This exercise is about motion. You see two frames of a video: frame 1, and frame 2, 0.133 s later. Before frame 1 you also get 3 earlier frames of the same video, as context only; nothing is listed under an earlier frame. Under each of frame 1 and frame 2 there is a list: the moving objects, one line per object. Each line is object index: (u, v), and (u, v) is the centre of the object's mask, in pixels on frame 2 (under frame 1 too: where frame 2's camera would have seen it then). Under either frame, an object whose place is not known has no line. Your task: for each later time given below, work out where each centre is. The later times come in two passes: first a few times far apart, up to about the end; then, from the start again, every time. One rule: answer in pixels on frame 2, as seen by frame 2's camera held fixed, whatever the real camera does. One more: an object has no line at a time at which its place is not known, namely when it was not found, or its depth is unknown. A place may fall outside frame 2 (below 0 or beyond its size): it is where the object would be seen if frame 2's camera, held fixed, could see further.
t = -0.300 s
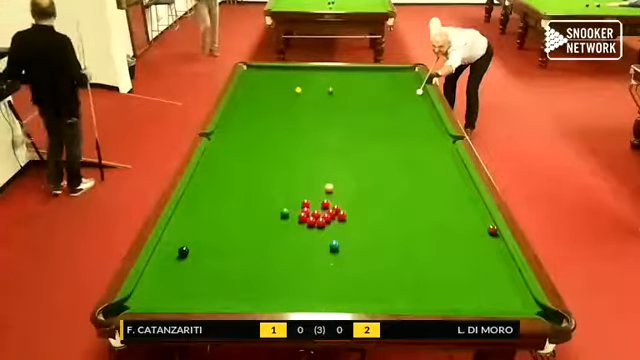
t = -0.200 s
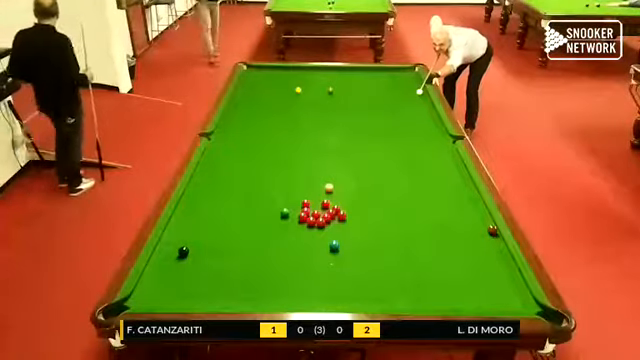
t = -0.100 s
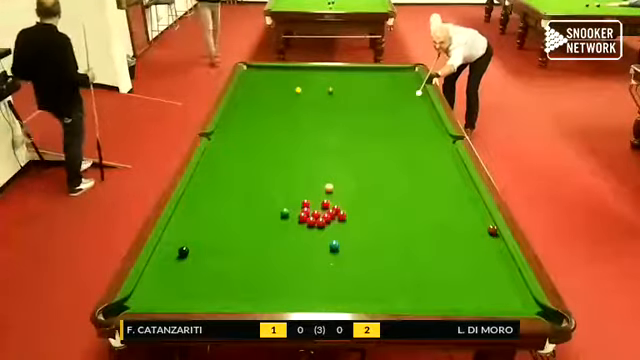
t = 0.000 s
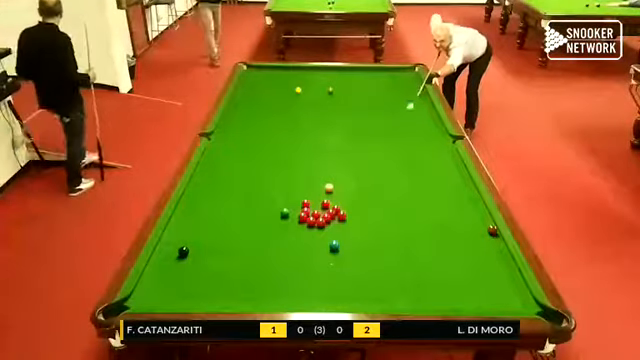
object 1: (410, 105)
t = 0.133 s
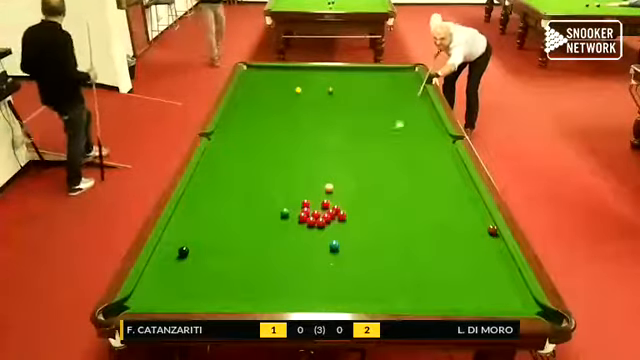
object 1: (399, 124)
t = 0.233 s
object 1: (390, 140)
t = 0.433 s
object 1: (368, 176)
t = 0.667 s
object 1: (356, 218)
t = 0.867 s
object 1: (373, 238)
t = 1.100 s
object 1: (389, 271)
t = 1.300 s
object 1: (405, 302)
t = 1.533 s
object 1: (410, 278)
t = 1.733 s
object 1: (413, 259)
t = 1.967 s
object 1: (416, 240)
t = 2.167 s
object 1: (419, 227)
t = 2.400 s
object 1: (422, 213)
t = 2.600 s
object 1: (424, 202)
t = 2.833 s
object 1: (427, 191)
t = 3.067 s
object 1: (430, 181)
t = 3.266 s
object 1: (431, 173)
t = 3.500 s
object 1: (433, 165)
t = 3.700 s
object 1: (435, 160)
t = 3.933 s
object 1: (437, 154)
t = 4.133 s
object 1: (438, 149)
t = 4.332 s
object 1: (439, 143)
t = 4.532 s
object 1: (440, 139)
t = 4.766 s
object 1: (442, 134)
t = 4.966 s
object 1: (442, 132)
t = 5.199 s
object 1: (442, 128)
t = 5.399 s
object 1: (440, 126)
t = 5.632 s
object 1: (437, 123)
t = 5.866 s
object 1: (436, 122)
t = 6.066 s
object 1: (434, 120)
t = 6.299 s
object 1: (433, 118)
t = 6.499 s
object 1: (432, 117)
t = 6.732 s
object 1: (431, 116)
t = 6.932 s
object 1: (431, 115)
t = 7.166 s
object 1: (430, 115)
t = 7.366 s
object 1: (430, 115)
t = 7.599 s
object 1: (430, 115)
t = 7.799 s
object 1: (430, 115)
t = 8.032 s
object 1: (430, 115)
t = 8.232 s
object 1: (430, 115)
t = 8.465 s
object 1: (430, 115)
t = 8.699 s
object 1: (430, 115)
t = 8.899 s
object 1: (430, 115)
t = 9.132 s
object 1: (430, 115)
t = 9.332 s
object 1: (430, 115)
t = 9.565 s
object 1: (430, 115)
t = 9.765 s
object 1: (430, 115)
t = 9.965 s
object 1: (430, 115)
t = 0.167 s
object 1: (396, 130)
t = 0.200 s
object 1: (393, 134)
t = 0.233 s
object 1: (390, 140)
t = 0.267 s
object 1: (387, 145)
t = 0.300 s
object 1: (384, 151)
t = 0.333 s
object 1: (380, 156)
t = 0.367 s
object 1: (376, 163)
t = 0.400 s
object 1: (373, 170)
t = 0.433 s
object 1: (368, 176)
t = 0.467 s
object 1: (364, 183)
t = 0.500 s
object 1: (360, 191)
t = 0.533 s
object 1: (355, 198)
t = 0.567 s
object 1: (351, 207)
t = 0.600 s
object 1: (349, 212)
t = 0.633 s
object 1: (352, 214)
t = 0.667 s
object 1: (356, 218)
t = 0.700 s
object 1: (360, 220)
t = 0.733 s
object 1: (363, 223)
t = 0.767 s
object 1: (366, 226)
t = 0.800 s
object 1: (368, 230)
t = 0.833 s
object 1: (370, 234)
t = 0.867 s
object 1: (373, 238)
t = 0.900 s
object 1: (375, 242)
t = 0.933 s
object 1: (377, 247)
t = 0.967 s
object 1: (379, 252)
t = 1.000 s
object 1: (382, 256)
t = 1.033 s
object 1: (384, 261)
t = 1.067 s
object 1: (386, 266)
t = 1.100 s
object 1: (389, 271)
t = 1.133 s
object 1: (391, 276)
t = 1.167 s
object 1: (394, 281)
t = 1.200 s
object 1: (396, 287)
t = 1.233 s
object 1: (400, 293)
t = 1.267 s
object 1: (403, 298)
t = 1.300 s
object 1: (405, 302)
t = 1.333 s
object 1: (406, 300)
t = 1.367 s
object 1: (407, 296)
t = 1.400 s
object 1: (407, 292)
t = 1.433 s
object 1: (408, 288)
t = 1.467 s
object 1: (409, 284)
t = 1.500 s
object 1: (409, 281)
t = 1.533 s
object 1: (410, 278)
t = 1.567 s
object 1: (410, 274)
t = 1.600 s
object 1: (411, 271)
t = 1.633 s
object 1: (411, 268)
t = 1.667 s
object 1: (412, 265)
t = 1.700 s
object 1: (412, 262)
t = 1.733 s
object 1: (413, 259)
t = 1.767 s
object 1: (413, 256)
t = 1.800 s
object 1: (414, 254)
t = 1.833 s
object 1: (414, 251)
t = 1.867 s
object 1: (415, 248)
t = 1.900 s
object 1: (415, 246)
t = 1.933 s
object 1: (416, 243)
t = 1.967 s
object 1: (416, 240)
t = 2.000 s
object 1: (417, 238)
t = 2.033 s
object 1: (417, 236)
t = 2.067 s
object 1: (418, 234)
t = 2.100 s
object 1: (418, 231)
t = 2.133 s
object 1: (419, 229)
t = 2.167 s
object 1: (419, 227)
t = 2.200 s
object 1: (420, 225)
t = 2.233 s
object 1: (420, 222)
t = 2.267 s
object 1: (420, 220)
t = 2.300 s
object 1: (421, 218)
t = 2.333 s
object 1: (421, 217)
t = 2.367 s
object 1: (422, 214)
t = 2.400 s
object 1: (422, 213)
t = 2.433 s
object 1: (423, 211)
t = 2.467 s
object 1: (423, 209)
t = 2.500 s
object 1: (423, 208)
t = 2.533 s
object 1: (424, 205)
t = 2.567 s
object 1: (424, 204)
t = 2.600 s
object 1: (424, 202)
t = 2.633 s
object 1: (425, 200)
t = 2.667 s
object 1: (425, 199)
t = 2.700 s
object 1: (426, 197)
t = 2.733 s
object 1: (426, 195)
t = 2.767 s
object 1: (426, 194)
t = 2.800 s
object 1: (427, 192)
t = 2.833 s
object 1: (427, 191)
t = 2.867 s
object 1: (428, 189)
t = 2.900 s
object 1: (428, 188)
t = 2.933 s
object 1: (428, 186)
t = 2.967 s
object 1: (428, 185)
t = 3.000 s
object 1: (429, 183)
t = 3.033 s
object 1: (429, 182)
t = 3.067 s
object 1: (430, 181)
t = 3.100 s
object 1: (430, 180)
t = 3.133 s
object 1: (430, 178)
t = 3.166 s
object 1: (431, 177)
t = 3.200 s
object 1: (431, 176)
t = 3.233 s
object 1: (431, 174)
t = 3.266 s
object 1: (431, 173)
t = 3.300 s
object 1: (431, 172)
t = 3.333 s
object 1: (432, 171)
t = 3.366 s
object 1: (432, 170)
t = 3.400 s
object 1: (433, 169)
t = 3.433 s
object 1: (433, 167)
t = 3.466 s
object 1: (433, 167)
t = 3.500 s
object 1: (433, 165)
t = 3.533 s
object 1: (434, 165)
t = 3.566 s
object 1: (434, 164)
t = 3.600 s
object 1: (434, 162)
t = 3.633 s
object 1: (434, 162)
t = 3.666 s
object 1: (434, 161)
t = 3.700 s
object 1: (435, 160)
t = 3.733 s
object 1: (435, 159)
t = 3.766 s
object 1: (435, 159)
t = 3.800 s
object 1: (436, 156)
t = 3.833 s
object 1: (436, 155)
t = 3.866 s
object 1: (437, 154)
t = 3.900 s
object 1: (437, 154)
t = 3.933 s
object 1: (437, 154)
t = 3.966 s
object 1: (438, 152)
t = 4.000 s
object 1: (437, 152)
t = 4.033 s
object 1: (438, 151)
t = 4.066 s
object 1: (438, 151)
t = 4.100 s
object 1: (438, 149)
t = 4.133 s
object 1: (438, 149)
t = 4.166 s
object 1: (438, 148)
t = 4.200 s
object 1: (438, 148)
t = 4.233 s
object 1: (439, 147)
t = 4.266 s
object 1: (439, 145)
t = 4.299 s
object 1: (439, 143)
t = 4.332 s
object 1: (439, 143)
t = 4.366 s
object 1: (440, 143)
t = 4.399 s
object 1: (440, 141)
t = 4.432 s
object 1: (440, 141)
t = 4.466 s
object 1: (440, 140)
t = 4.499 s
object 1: (440, 140)
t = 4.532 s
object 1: (440, 139)
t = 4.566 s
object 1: (440, 139)
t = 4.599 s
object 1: (441, 138)
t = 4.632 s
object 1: (441, 138)
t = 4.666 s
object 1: (441, 137)
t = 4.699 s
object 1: (441, 136)
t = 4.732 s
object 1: (442, 135)
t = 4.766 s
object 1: (442, 134)
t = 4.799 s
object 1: (442, 134)
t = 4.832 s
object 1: (442, 134)
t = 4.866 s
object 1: (442, 134)
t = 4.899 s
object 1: (442, 133)
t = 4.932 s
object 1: (442, 132)
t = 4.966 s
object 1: (442, 132)
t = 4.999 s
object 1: (443, 132)
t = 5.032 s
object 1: (443, 131)
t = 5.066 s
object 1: (443, 130)
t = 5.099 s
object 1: (443, 130)
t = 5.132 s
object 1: (442, 129)
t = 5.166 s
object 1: (442, 129)
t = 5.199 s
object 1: (442, 128)
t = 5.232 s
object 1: (442, 128)
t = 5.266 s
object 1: (441, 127)
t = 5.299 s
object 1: (441, 127)
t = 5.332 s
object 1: (440, 127)
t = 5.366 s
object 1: (440, 127)
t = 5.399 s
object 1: (440, 126)
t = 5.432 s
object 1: (440, 126)
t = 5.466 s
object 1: (439, 125)
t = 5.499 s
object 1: (439, 125)
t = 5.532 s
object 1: (438, 125)
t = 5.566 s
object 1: (438, 124)
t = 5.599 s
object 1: (438, 124)
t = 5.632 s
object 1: (437, 123)
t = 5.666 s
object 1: (437, 123)
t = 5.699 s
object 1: (437, 123)
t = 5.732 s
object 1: (436, 123)
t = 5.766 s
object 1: (436, 123)
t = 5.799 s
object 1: (436, 122)
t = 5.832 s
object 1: (436, 122)
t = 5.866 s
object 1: (436, 122)
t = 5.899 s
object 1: (436, 121)
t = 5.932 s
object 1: (436, 121)
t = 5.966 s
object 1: (435, 121)
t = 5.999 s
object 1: (435, 120)
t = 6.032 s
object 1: (434, 119)
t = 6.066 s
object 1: (434, 120)
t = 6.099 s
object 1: (434, 119)
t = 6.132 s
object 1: (434, 119)
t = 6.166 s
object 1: (434, 119)
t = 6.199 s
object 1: (434, 119)
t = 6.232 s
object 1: (434, 119)
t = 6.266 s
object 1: (433, 118)
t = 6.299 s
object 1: (433, 118)
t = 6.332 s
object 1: (433, 118)
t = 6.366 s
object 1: (433, 118)
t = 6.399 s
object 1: (433, 118)
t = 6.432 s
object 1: (433, 118)
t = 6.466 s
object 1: (433, 118)
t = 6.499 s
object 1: (432, 117)
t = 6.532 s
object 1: (432, 117)
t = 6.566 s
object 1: (432, 117)
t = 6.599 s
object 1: (432, 117)
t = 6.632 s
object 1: (432, 117)
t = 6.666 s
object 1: (432, 117)
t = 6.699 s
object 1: (432, 117)
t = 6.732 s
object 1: (431, 116)
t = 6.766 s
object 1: (431, 116)
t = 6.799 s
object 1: (431, 116)
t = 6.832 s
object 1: (431, 116)
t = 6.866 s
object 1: (431, 116)
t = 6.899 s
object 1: (431, 116)
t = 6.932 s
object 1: (431, 115)
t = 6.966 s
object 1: (431, 115)
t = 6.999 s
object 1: (431, 115)
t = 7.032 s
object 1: (431, 115)
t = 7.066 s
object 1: (431, 115)
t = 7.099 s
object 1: (431, 115)
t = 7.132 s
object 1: (430, 115)
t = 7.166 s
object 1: (430, 115)
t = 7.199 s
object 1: (430, 115)
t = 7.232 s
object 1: (430, 115)
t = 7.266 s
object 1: (430, 115)
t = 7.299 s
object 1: (430, 115)
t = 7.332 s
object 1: (430, 115)
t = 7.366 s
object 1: (430, 115)
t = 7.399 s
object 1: (430, 115)
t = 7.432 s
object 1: (430, 115)
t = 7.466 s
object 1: (430, 115)
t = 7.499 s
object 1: (430, 115)
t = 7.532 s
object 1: (430, 115)
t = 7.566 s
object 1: (430, 115)
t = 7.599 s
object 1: (430, 115)
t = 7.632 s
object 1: (430, 115)
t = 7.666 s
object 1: (430, 115)
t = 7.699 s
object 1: (430, 115)
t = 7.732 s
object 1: (430, 115)
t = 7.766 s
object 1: (430, 115)
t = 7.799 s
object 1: (430, 115)
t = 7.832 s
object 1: (430, 115)
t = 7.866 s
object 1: (430, 115)
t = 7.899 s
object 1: (430, 115)
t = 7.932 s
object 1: (430, 115)
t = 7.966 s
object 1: (430, 115)
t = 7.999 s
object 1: (430, 115)
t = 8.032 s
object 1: (430, 115)
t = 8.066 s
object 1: (430, 115)
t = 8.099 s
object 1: (430, 115)
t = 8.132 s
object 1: (430, 115)
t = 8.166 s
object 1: (430, 115)
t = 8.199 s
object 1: (430, 115)
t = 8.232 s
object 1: (430, 115)
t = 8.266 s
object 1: (430, 115)
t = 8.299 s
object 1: (430, 115)
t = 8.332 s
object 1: (430, 115)
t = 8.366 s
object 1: (430, 115)
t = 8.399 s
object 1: (430, 115)
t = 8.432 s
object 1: (430, 115)
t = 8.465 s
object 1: (430, 115)
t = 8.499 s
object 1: (430, 115)
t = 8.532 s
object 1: (430, 115)
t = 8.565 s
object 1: (430, 115)
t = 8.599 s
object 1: (430, 115)
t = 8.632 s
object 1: (430, 115)
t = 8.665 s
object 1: (430, 115)
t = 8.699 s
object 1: (430, 115)
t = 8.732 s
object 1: (430, 115)
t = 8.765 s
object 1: (430, 115)
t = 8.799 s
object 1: (430, 115)
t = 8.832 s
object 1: (430, 115)
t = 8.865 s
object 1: (430, 115)
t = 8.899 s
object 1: (430, 115)
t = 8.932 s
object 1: (430, 115)
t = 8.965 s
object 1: (430, 115)
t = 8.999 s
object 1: (430, 115)
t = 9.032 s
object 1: (430, 115)
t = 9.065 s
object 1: (430, 115)
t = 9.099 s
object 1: (430, 115)
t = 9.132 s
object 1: (430, 115)
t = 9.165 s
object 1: (430, 115)
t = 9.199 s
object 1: (430, 115)
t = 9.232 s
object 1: (430, 115)
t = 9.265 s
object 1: (430, 115)
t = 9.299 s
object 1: (430, 115)
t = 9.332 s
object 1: (430, 115)
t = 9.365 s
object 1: (430, 115)
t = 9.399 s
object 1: (430, 115)
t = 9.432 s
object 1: (430, 115)
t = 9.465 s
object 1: (430, 115)
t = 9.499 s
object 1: (430, 115)
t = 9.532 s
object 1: (430, 115)
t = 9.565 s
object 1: (430, 115)
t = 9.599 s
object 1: (430, 114)
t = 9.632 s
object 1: (430, 114)
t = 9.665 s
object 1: (430, 115)
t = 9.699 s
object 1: (430, 115)
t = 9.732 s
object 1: (430, 115)
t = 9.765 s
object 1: (430, 115)
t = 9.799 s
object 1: (430, 115)
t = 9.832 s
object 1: (430, 115)
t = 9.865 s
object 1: (430, 115)
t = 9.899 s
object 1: (430, 115)
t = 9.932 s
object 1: (430, 115)
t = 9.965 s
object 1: (430, 115)
